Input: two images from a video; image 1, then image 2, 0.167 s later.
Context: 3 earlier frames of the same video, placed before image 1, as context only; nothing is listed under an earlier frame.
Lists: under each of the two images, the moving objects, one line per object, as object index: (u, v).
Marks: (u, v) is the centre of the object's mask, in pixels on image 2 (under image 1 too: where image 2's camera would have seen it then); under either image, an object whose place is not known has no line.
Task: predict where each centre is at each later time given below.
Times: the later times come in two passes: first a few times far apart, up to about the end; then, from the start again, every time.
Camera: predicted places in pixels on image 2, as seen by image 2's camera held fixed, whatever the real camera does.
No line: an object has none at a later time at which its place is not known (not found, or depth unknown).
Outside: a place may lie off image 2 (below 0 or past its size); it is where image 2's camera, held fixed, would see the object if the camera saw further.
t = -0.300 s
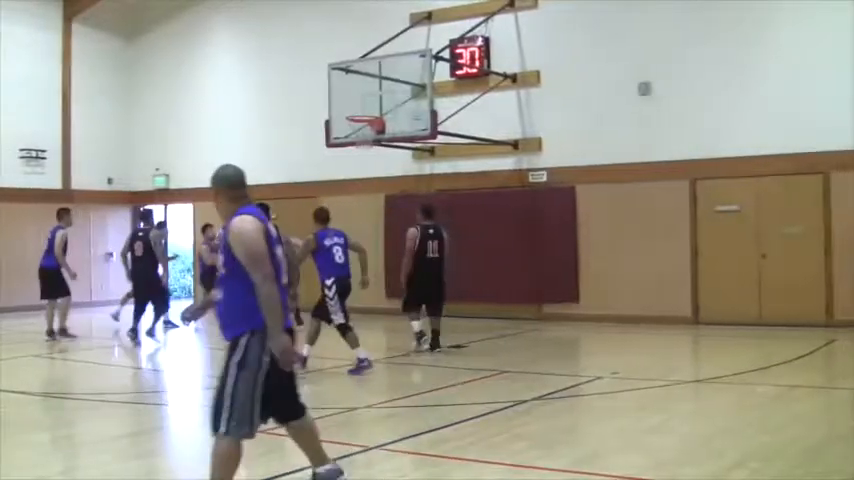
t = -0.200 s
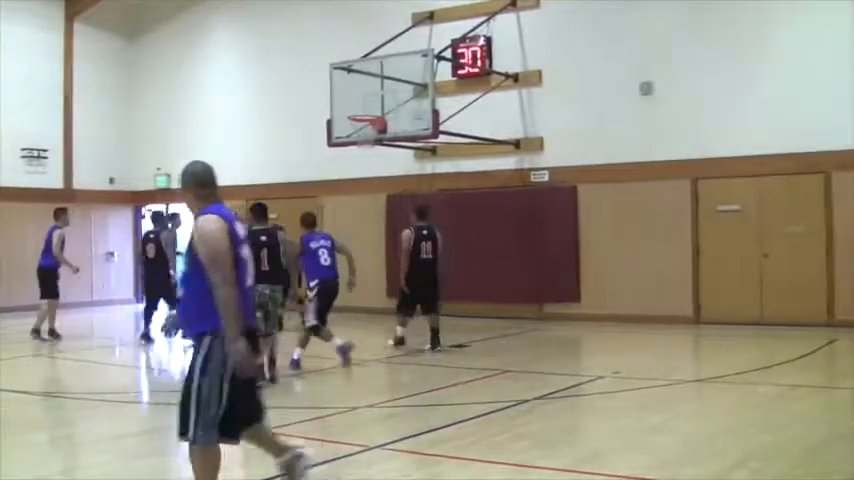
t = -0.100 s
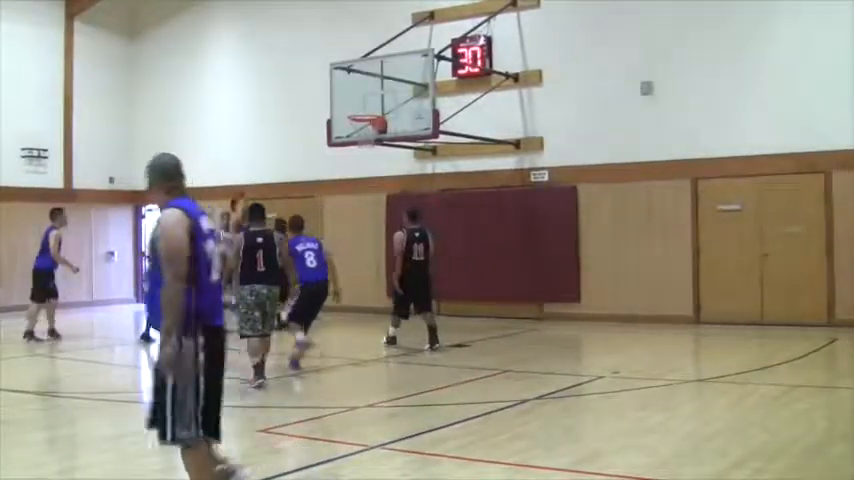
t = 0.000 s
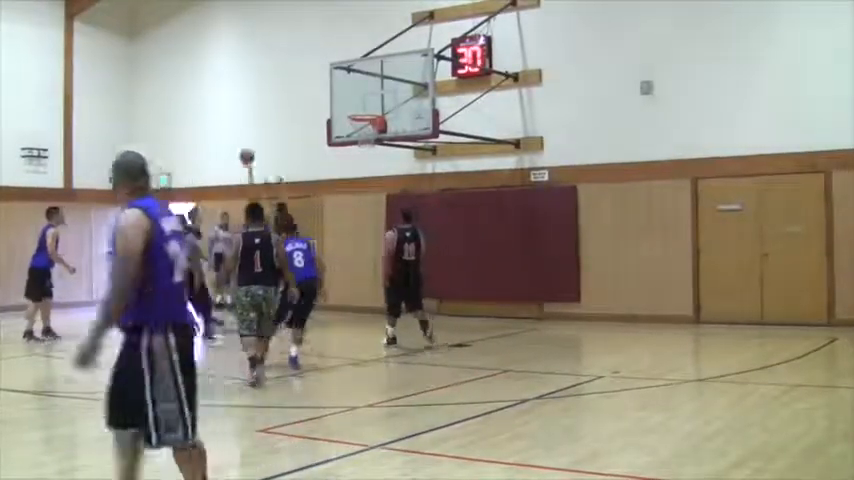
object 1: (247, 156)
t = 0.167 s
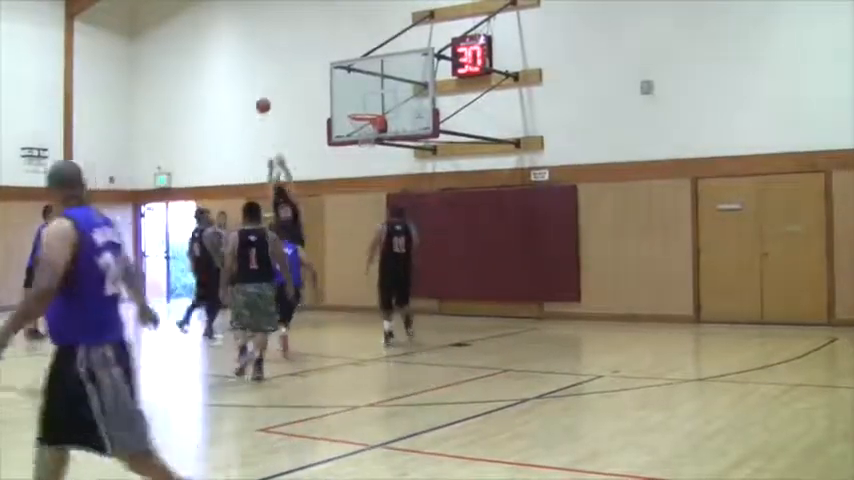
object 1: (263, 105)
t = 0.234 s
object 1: (269, 89)
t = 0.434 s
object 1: (289, 60)
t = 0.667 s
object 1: (314, 57)
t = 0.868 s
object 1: (337, 85)
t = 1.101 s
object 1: (349, 96)
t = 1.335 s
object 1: (351, 104)
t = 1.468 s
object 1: (352, 126)
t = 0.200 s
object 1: (266, 97)
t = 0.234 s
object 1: (269, 89)
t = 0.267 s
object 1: (273, 83)
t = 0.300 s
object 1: (276, 77)
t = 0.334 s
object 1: (279, 72)
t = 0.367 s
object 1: (283, 67)
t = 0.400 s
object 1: (286, 63)
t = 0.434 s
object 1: (289, 60)
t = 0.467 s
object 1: (293, 57)
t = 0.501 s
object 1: (296, 55)
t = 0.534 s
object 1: (300, 54)
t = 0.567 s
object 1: (303, 54)
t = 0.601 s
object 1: (307, 54)
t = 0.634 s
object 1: (310, 55)
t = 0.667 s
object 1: (314, 57)
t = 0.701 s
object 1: (318, 60)
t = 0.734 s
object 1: (321, 63)
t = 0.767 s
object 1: (325, 67)
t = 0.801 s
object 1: (328, 72)
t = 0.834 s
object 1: (333, 78)
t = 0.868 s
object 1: (337, 85)
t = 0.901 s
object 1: (341, 91)
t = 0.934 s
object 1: (344, 100)
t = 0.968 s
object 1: (347, 107)
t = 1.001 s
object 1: (348, 104)
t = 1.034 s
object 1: (349, 101)
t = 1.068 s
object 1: (349, 98)
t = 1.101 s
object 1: (349, 96)
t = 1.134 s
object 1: (349, 95)
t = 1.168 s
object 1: (349, 95)
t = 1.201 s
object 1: (349, 95)
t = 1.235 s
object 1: (349, 96)
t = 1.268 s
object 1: (350, 98)
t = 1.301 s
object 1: (350, 101)
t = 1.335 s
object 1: (351, 104)
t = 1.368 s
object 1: (351, 108)
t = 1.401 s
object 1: (351, 114)
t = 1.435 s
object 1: (351, 120)
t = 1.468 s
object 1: (352, 126)
